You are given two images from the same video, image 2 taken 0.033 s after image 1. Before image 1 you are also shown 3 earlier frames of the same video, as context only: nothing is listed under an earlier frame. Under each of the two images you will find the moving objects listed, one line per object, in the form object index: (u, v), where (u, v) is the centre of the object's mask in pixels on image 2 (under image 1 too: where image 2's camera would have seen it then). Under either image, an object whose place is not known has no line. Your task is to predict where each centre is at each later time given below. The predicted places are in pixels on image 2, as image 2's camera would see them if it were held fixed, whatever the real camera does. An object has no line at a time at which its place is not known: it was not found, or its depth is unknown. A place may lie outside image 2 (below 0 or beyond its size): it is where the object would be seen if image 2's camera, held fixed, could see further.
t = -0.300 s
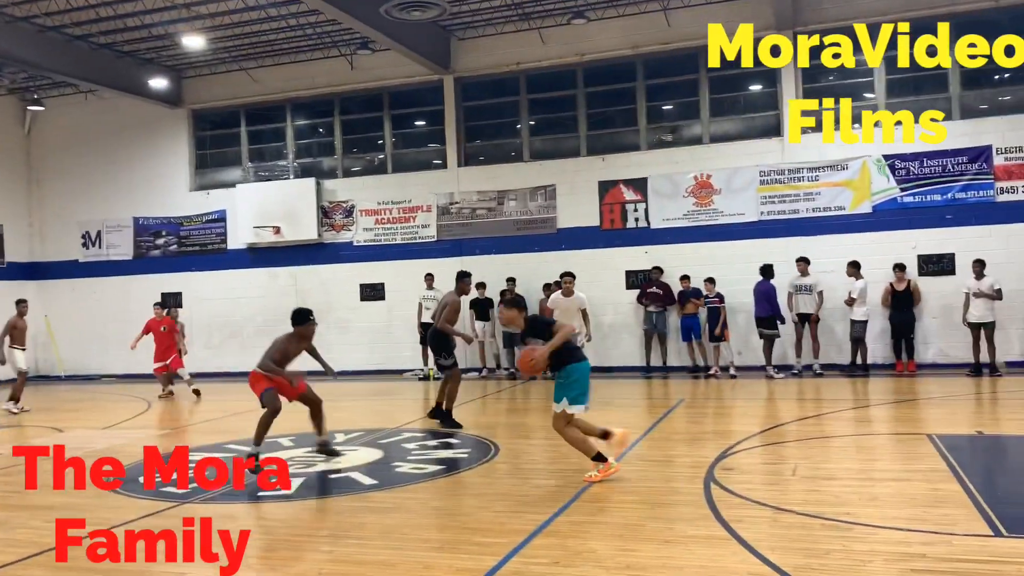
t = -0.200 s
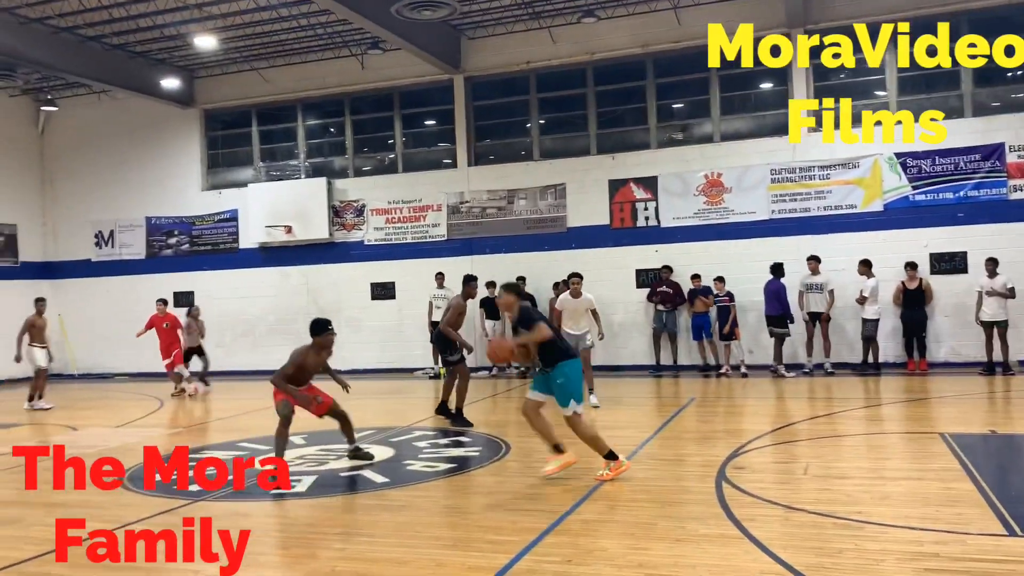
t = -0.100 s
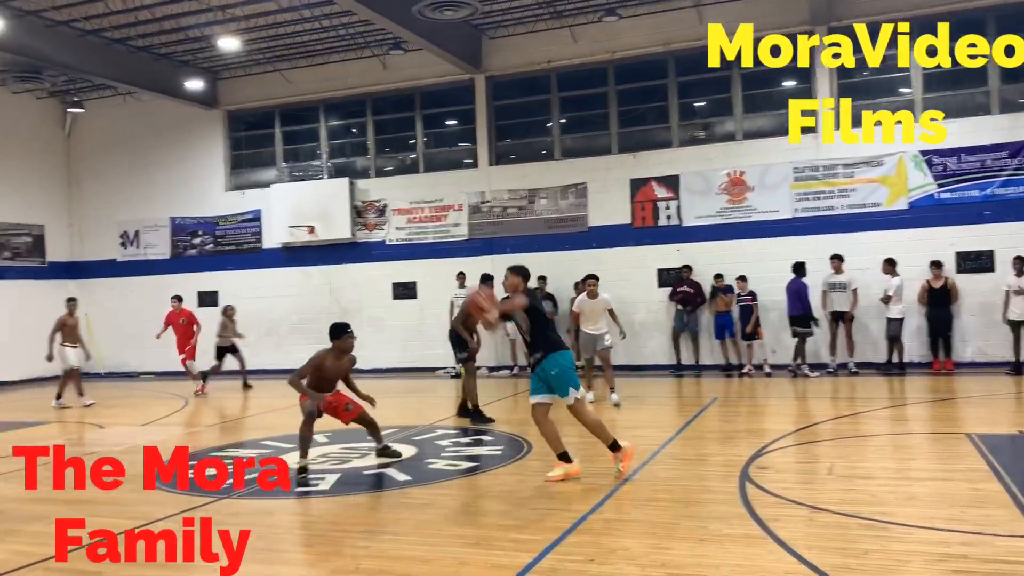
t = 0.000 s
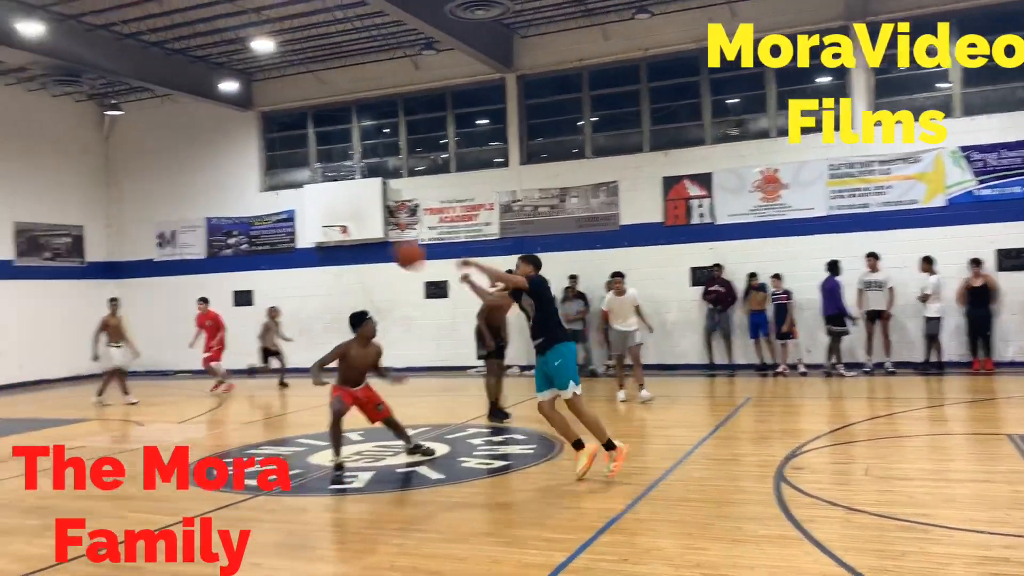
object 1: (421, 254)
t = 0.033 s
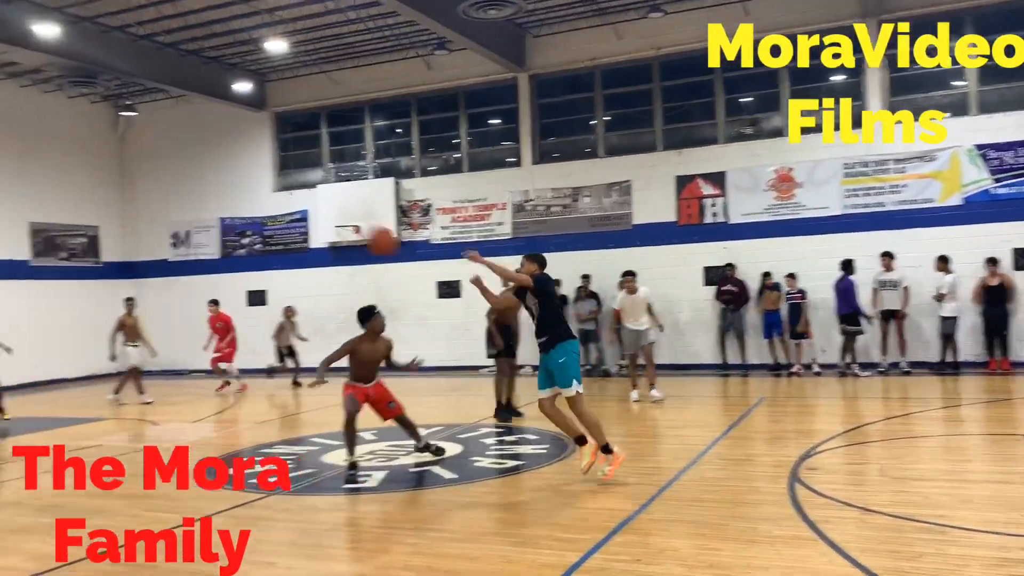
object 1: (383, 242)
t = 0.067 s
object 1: (340, 228)
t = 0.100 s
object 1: (301, 218)
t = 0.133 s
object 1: (260, 209)
